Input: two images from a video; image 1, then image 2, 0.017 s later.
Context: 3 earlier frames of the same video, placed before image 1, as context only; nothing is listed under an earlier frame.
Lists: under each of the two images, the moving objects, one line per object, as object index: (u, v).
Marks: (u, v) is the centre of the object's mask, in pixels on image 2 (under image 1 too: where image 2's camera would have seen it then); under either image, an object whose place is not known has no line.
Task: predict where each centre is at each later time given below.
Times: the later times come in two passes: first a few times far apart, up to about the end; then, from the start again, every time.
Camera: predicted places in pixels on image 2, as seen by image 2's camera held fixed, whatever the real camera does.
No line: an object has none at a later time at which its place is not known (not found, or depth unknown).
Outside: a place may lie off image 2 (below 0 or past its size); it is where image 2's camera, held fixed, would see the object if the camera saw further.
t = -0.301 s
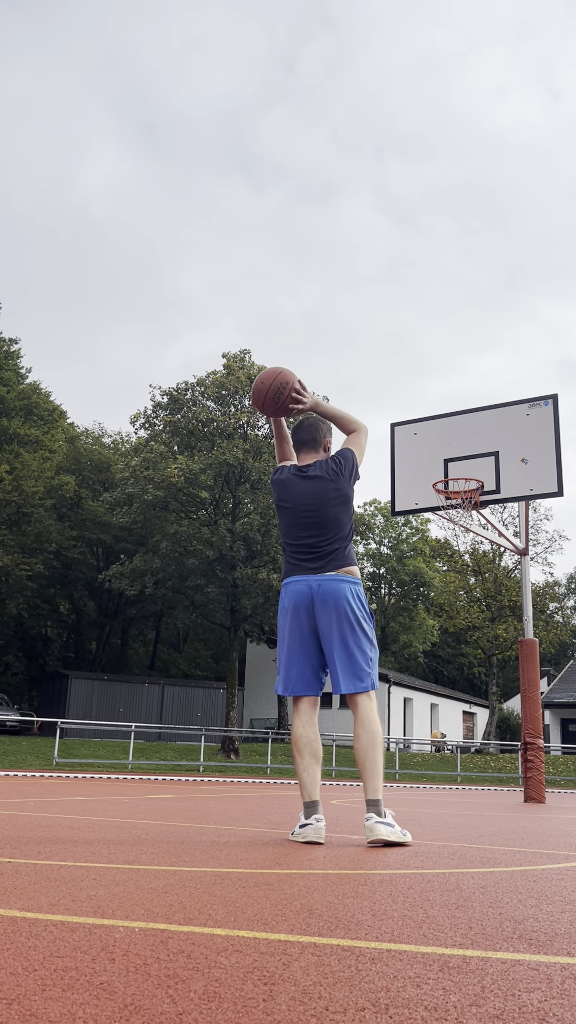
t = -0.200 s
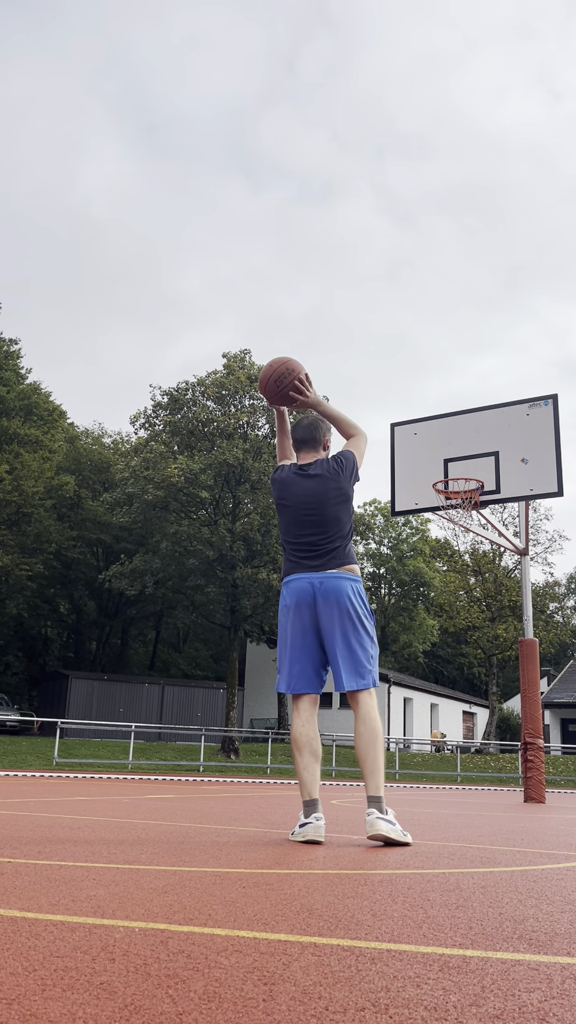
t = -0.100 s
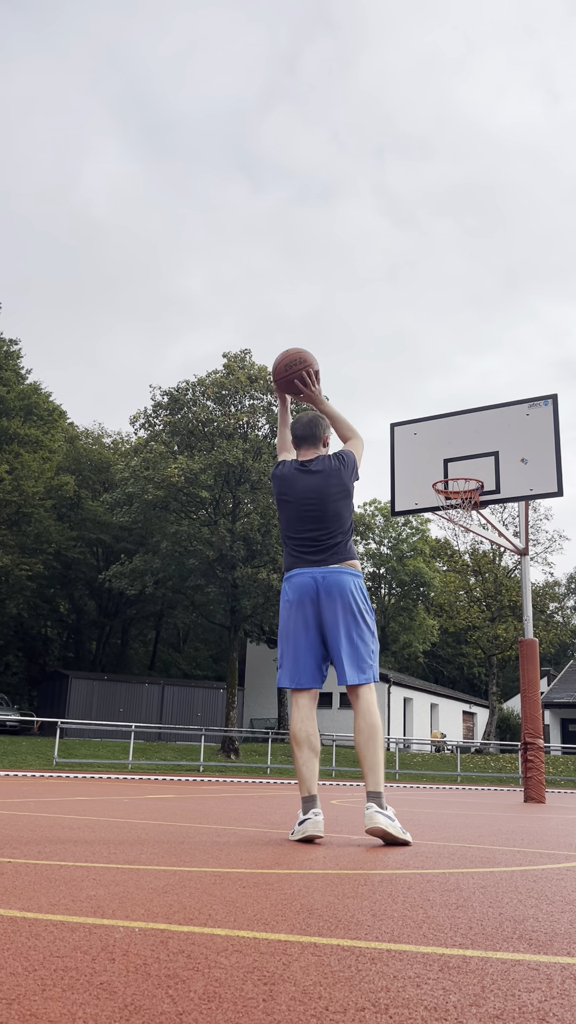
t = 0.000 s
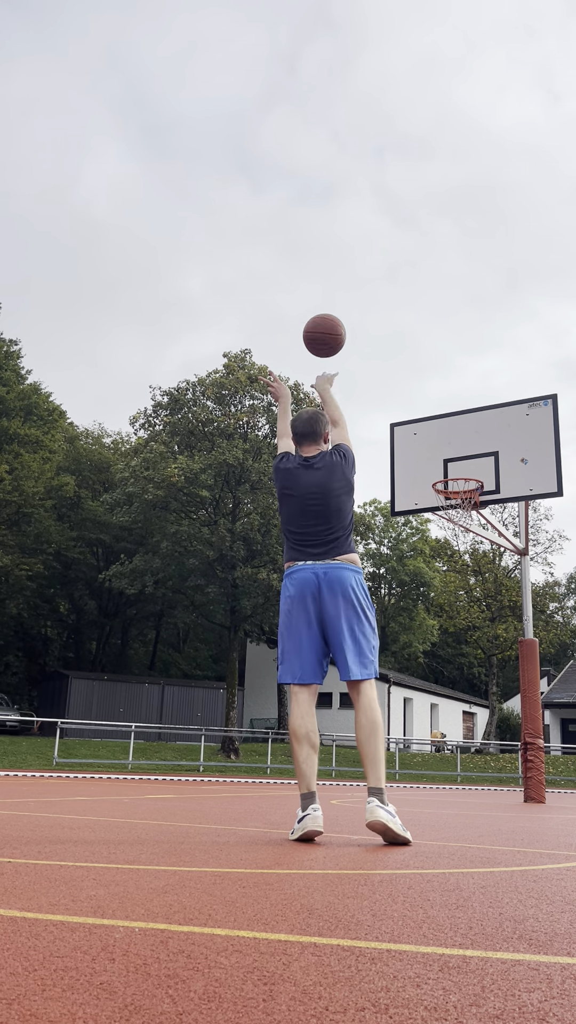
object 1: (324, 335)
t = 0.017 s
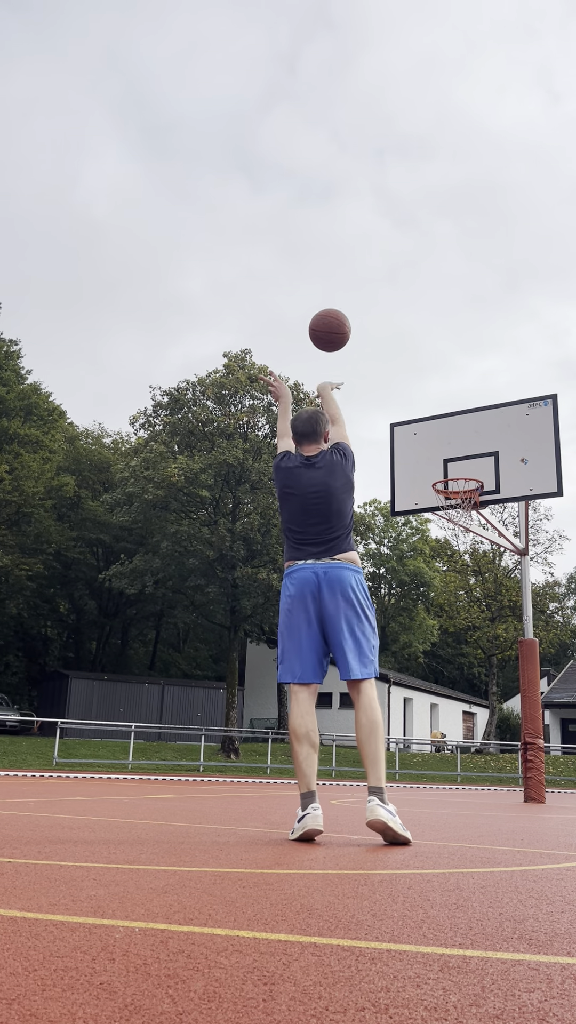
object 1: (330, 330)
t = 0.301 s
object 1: (397, 315)
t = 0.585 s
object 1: (439, 387)
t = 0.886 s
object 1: (468, 459)
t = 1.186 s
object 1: (459, 451)
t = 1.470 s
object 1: (443, 464)
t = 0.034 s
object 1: (335, 325)
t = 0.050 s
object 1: (340, 321)
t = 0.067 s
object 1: (344, 318)
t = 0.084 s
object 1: (349, 315)
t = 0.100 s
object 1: (353, 313)
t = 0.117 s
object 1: (358, 311)
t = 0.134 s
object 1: (362, 309)
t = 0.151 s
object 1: (366, 308)
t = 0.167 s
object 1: (370, 307)
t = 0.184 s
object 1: (373, 307)
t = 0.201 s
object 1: (377, 307)
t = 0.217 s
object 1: (381, 308)
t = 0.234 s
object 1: (384, 309)
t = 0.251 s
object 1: (387, 310)
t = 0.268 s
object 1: (391, 311)
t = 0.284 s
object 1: (394, 313)
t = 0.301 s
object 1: (397, 315)
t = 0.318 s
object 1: (400, 317)
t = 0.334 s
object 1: (403, 320)
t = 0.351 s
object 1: (405, 323)
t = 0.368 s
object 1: (408, 326)
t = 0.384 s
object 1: (411, 330)
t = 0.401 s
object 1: (414, 333)
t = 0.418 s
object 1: (416, 337)
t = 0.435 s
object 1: (419, 341)
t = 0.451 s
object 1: (421, 345)
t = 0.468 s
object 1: (424, 350)
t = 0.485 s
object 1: (426, 355)
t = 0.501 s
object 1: (428, 359)
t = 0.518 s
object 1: (431, 365)
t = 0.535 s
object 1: (433, 370)
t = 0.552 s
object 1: (435, 375)
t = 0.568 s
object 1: (437, 381)
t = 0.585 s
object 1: (439, 387)
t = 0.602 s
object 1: (441, 393)
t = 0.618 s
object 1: (444, 399)
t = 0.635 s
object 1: (446, 405)
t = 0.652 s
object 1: (448, 412)
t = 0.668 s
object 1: (449, 419)
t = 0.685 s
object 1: (451, 426)
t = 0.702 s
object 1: (453, 433)
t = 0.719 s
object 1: (455, 440)
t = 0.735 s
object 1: (457, 447)
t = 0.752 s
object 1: (459, 455)
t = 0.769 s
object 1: (460, 462)
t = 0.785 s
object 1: (462, 467)
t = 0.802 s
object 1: (463, 465)
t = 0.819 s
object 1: (464, 464)
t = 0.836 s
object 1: (465, 462)
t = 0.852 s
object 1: (466, 461)
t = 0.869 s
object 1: (467, 460)
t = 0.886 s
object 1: (468, 459)
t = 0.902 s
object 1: (469, 458)
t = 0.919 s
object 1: (470, 458)
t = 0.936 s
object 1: (471, 458)
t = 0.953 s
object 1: (472, 458)
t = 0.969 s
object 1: (473, 459)
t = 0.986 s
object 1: (473, 459)
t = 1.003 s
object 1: (472, 457)
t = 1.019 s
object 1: (471, 455)
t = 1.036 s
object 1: (470, 454)
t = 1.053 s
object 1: (469, 452)
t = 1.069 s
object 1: (467, 451)
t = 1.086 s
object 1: (466, 450)
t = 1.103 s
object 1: (465, 450)
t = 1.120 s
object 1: (464, 450)
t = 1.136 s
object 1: (463, 450)
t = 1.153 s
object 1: (462, 450)
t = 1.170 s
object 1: (460, 451)
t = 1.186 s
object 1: (459, 451)
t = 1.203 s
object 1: (458, 453)
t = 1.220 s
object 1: (457, 454)
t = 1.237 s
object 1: (455, 456)
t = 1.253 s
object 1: (454, 457)
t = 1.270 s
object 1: (453, 460)
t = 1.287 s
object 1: (452, 462)
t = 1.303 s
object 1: (450, 465)
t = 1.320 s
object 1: (449, 467)
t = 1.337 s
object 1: (449, 466)
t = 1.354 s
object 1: (448, 465)
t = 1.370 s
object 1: (447, 464)
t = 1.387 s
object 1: (446, 463)
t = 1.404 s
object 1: (446, 463)
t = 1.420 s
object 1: (445, 463)
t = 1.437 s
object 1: (444, 463)
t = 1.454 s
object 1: (444, 463)
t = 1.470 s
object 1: (443, 464)
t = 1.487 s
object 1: (442, 465)
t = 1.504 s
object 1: (442, 466)
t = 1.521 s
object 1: (441, 468)
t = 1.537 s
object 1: (440, 469)
